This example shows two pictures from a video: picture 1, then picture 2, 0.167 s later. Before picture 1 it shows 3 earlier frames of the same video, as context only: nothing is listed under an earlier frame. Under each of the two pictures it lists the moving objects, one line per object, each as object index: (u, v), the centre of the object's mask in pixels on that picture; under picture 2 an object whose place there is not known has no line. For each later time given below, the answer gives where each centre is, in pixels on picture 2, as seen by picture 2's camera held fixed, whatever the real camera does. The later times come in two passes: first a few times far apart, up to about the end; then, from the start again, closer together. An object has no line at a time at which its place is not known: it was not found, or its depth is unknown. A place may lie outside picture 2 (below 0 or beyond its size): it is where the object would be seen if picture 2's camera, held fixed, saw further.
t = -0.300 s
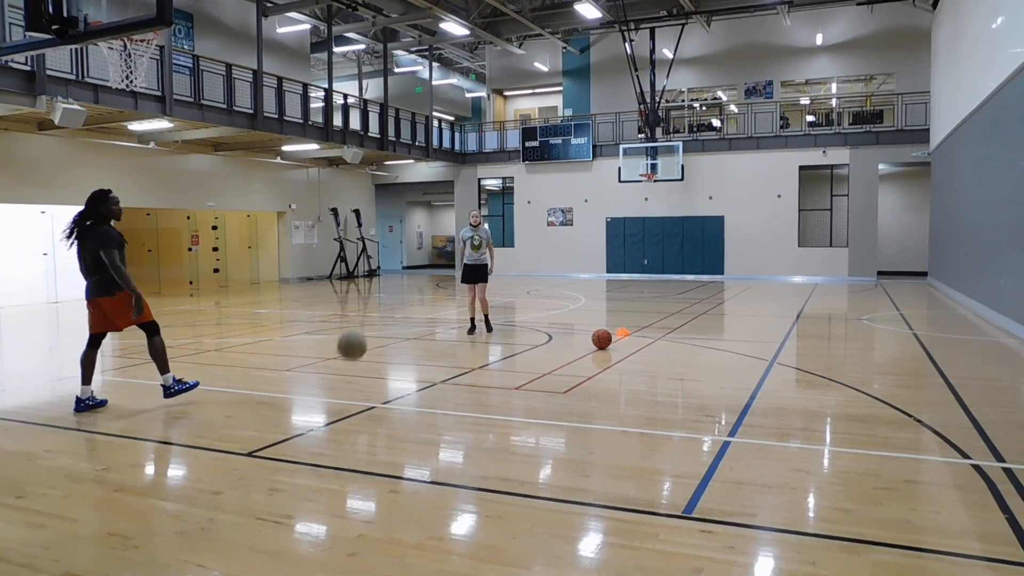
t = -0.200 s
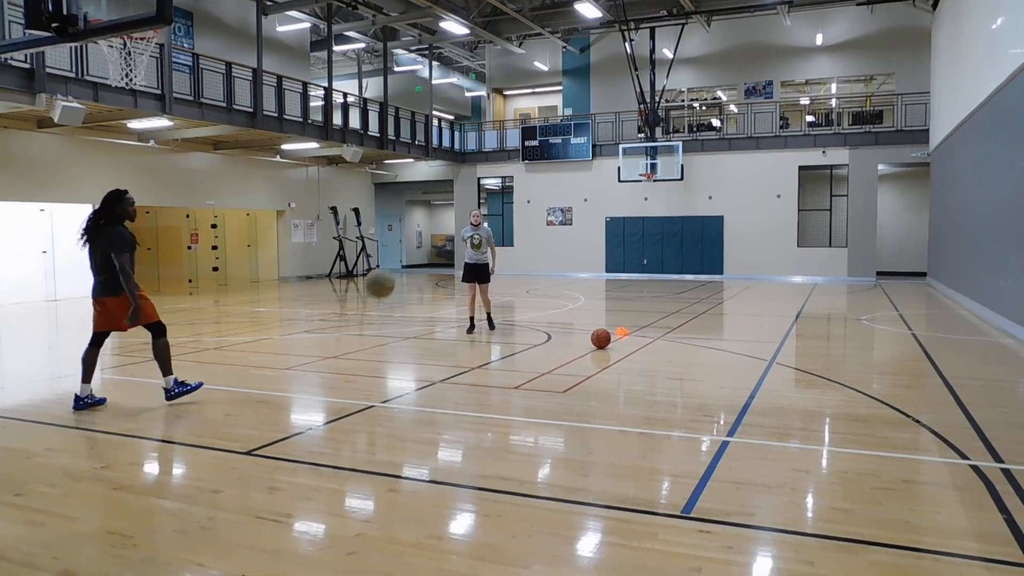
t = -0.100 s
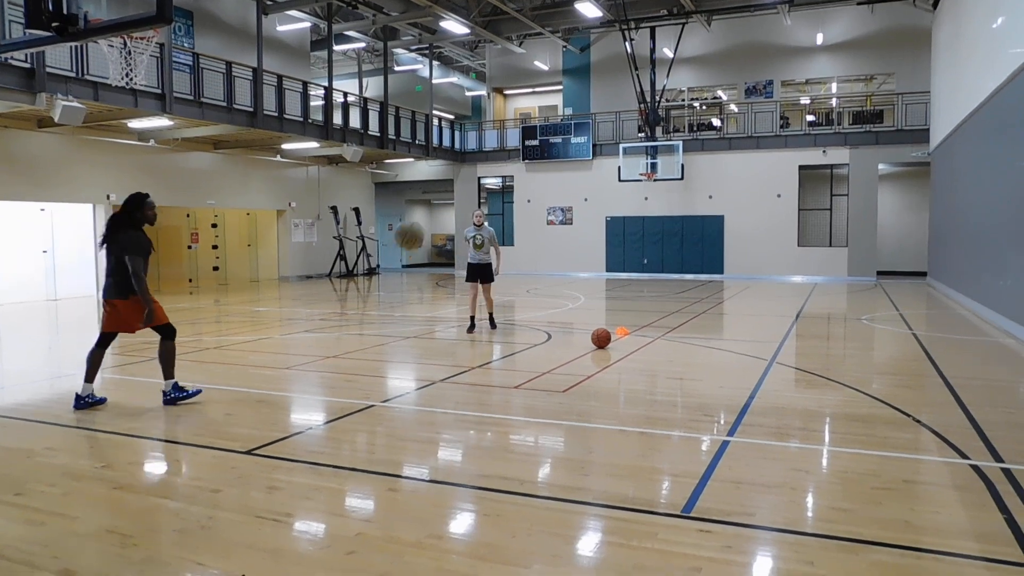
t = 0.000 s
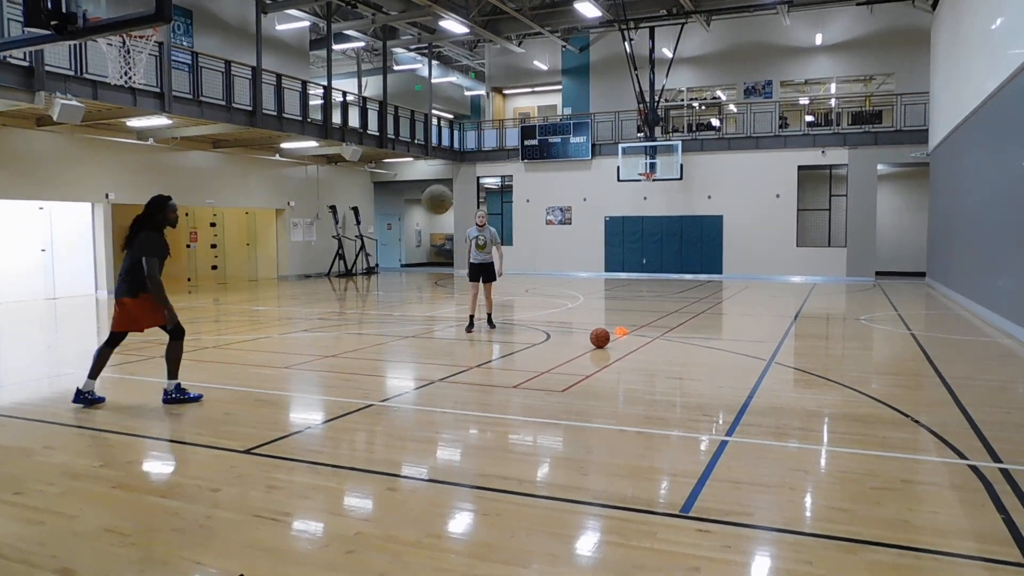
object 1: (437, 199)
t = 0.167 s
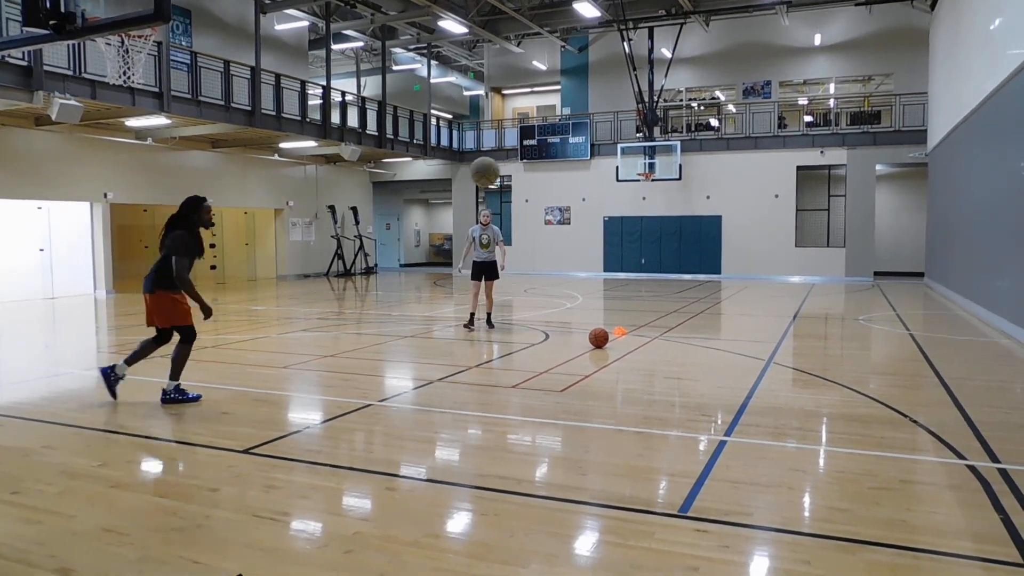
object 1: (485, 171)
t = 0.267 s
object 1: (513, 172)
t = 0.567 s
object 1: (596, 246)
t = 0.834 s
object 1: (664, 386)
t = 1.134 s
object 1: (740, 277)
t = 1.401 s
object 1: (803, 272)
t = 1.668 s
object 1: (862, 348)
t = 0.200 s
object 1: (494, 170)
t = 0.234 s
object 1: (504, 170)
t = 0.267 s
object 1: (513, 172)
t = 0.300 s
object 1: (523, 175)
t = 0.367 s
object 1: (541, 185)
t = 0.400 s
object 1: (551, 191)
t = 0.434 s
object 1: (560, 200)
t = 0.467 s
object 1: (570, 209)
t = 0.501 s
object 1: (578, 220)
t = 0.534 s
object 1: (587, 232)
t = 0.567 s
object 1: (596, 246)
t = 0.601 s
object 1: (605, 260)
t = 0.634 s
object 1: (614, 276)
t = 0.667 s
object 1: (622, 293)
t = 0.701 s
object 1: (631, 312)
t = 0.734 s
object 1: (640, 331)
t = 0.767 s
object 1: (647, 351)
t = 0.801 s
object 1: (655, 372)
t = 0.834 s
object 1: (664, 386)
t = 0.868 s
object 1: (673, 368)
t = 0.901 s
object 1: (681, 352)
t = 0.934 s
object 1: (690, 338)
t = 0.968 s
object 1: (698, 324)
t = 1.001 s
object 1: (707, 312)
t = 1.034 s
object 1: (715, 302)
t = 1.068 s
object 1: (724, 291)
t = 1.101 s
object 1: (732, 283)
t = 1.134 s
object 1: (740, 277)
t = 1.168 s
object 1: (748, 272)
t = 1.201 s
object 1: (756, 268)
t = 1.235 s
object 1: (764, 265)
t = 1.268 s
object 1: (772, 264)
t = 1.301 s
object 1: (780, 264)
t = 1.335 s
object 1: (788, 266)
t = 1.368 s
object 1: (796, 268)
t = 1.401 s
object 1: (803, 272)
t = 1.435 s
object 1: (811, 278)
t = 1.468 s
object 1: (819, 284)
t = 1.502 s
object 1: (826, 292)
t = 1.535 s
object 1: (834, 301)
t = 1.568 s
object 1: (841, 311)
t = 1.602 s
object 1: (848, 322)
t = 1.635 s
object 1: (855, 335)
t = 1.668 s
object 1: (862, 348)
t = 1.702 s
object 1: (869, 363)
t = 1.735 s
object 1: (876, 379)
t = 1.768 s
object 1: (883, 376)
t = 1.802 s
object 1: (891, 363)
